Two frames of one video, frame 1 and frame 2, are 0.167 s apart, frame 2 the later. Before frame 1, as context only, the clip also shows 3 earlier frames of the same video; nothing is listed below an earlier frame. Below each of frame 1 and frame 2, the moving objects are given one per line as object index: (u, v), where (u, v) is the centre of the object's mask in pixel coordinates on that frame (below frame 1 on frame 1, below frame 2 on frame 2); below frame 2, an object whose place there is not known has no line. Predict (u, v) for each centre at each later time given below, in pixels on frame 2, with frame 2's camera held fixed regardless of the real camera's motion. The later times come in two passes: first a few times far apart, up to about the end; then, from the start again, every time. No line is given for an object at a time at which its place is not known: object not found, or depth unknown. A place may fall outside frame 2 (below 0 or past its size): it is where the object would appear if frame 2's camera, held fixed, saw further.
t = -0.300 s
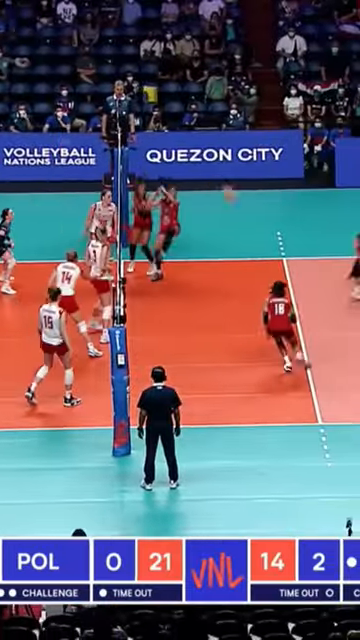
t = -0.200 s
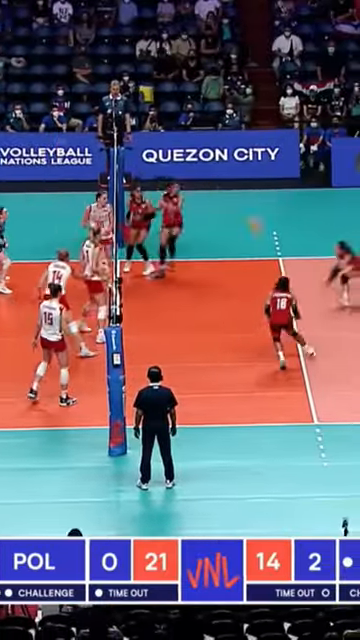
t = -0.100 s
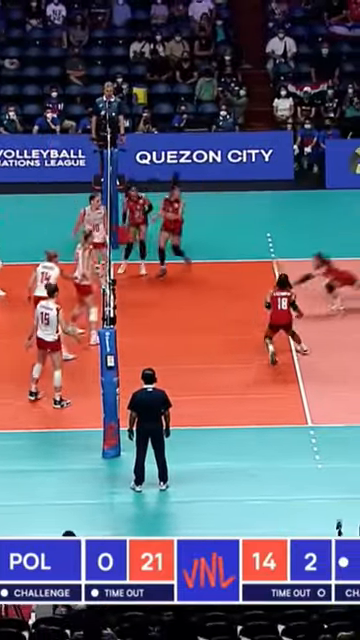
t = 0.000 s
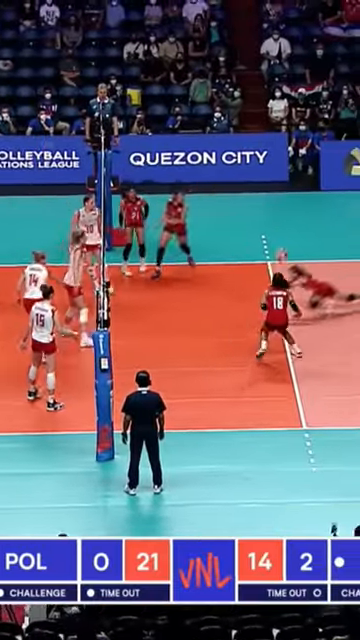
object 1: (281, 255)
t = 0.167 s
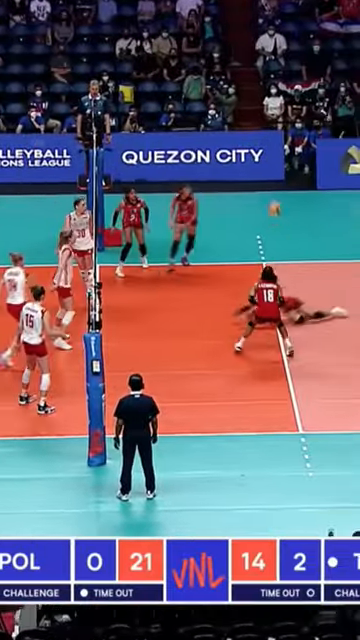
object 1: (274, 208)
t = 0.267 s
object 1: (275, 186)
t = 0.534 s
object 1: (275, 156)
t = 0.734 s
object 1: (275, 161)
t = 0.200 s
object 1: (275, 200)
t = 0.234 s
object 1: (275, 192)
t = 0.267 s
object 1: (275, 186)
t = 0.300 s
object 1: (275, 181)
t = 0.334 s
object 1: (275, 175)
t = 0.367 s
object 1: (275, 170)
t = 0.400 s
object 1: (275, 166)
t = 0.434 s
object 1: (275, 163)
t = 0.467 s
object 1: (275, 159)
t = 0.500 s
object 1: (275, 158)
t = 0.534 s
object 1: (275, 156)
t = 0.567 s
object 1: (274, 155)
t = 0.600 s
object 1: (275, 155)
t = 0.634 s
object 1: (274, 156)
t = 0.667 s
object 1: (275, 157)
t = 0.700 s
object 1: (275, 158)
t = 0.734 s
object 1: (275, 161)
